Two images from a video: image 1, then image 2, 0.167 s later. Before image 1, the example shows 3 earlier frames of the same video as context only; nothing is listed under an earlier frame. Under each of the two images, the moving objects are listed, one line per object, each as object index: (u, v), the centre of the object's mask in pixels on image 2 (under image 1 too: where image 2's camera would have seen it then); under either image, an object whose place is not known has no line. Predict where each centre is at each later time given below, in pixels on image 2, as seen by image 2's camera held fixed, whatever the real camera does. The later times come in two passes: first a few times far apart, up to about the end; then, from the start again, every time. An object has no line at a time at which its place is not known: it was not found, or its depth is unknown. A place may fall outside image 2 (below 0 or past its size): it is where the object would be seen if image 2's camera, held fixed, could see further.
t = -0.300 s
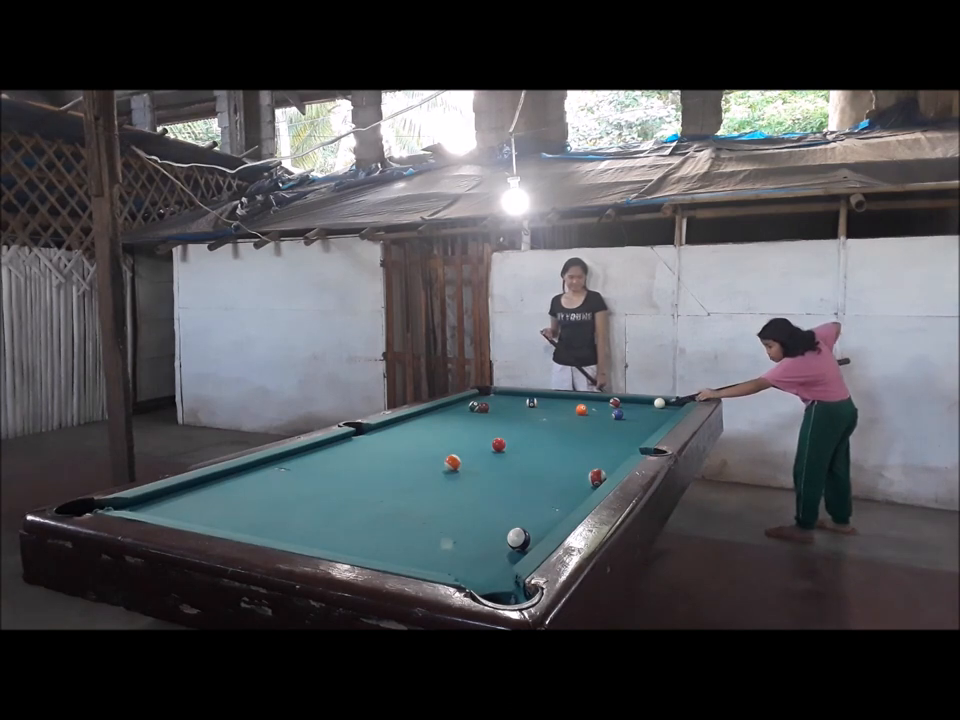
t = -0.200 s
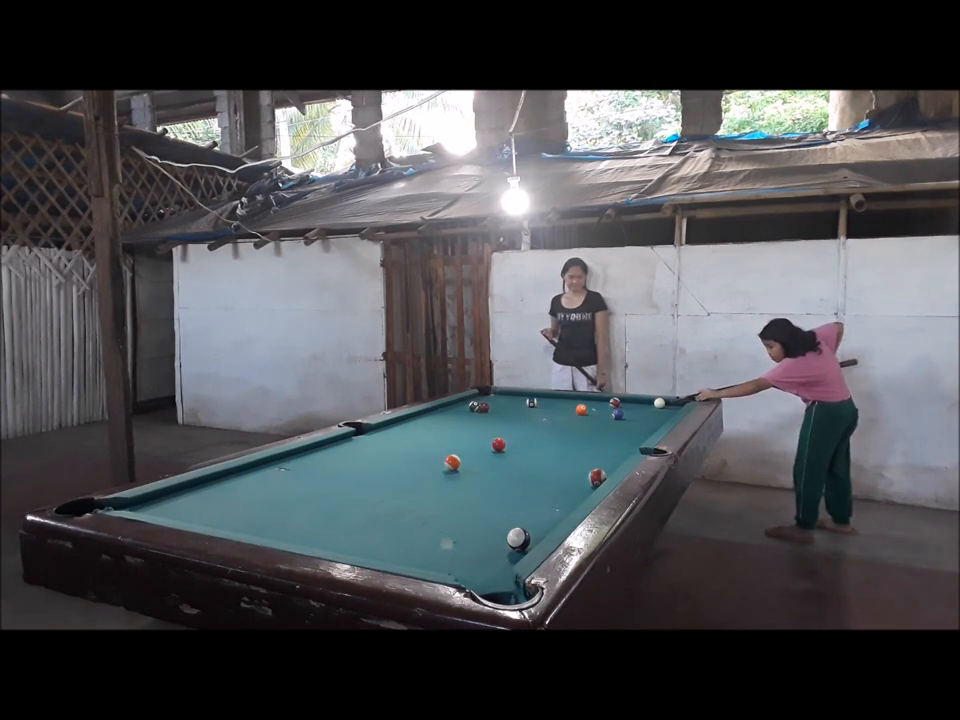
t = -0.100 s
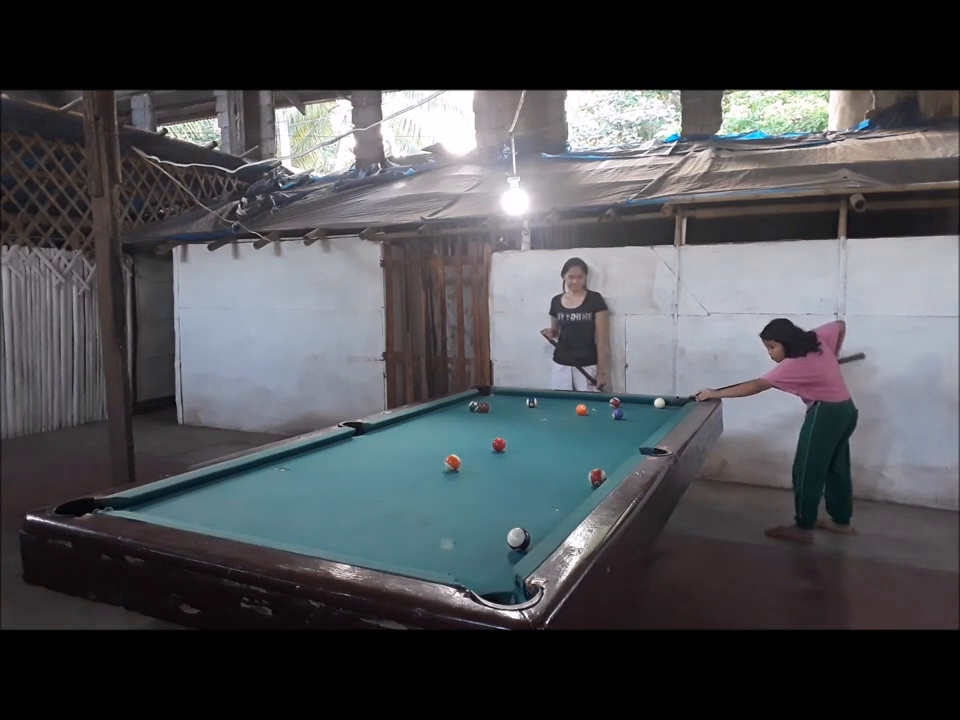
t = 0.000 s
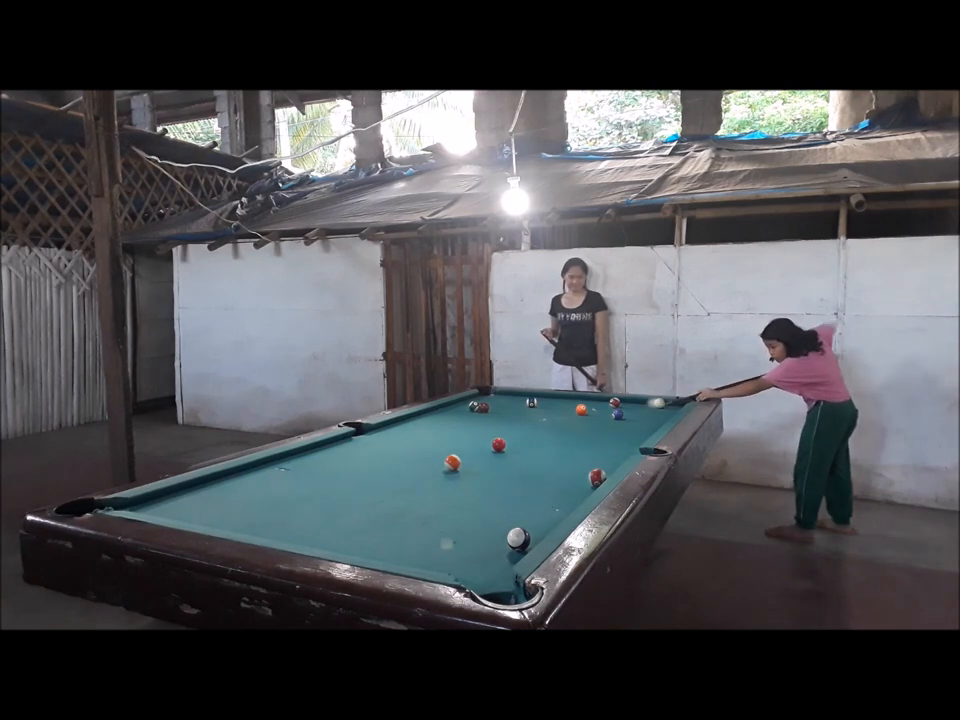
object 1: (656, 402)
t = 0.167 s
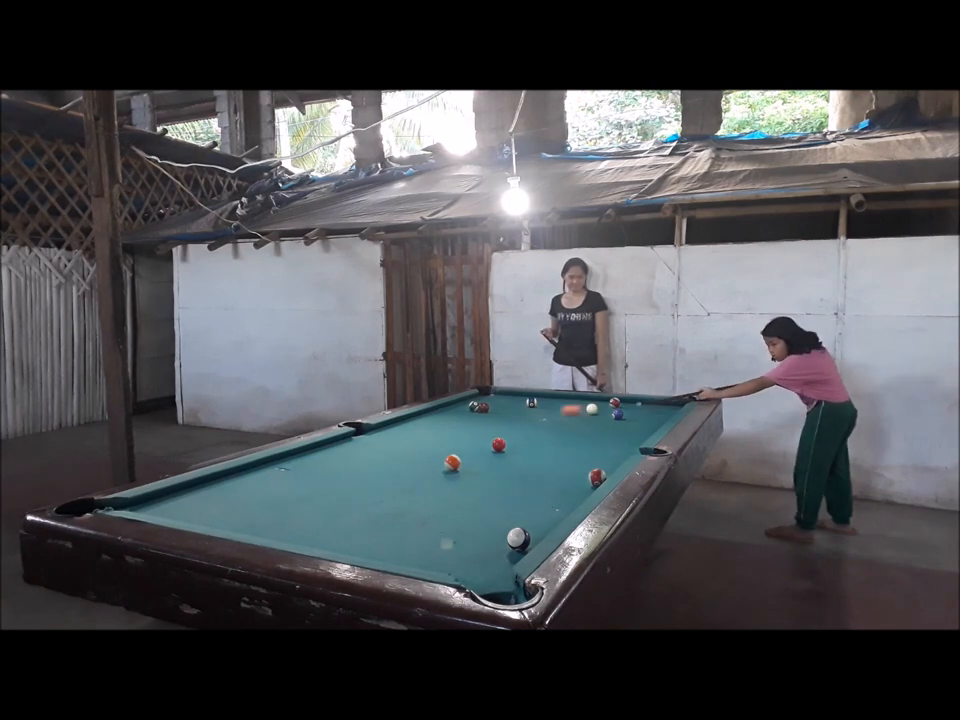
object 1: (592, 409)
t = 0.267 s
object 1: (594, 409)
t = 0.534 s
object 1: (602, 411)
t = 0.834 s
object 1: (609, 412)
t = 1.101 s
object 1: (610, 412)
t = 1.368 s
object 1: (610, 412)
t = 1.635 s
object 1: (610, 412)
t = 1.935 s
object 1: (610, 412)
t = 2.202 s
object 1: (610, 412)
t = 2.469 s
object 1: (610, 412)
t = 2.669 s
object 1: (610, 412)
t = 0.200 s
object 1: (592, 409)
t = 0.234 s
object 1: (593, 409)
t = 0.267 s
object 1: (594, 409)
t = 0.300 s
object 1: (595, 409)
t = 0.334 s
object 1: (596, 410)
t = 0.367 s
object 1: (597, 410)
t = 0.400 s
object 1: (598, 410)
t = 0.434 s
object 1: (599, 410)
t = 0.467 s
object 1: (600, 410)
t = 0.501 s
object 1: (601, 411)
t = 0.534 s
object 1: (602, 411)
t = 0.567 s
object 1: (603, 411)
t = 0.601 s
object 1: (604, 411)
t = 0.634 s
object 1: (604, 411)
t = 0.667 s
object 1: (606, 411)
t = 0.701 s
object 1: (606, 411)
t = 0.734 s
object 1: (607, 411)
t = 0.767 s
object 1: (608, 412)
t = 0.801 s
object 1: (608, 412)
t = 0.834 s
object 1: (609, 412)
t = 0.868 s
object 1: (609, 412)
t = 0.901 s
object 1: (609, 412)
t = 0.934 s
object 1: (609, 412)
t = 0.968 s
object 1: (609, 412)
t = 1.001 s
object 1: (610, 412)
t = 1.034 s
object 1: (610, 412)
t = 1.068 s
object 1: (610, 412)
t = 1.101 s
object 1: (610, 412)
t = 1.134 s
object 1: (610, 412)
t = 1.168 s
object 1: (610, 412)
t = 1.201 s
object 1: (610, 412)
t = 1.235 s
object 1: (610, 412)
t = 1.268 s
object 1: (610, 412)
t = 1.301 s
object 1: (610, 412)
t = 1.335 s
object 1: (610, 412)
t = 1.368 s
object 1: (610, 412)
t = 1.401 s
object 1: (610, 412)
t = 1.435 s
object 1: (610, 412)
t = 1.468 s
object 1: (610, 412)
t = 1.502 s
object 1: (610, 412)
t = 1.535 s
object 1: (610, 412)
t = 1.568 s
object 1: (610, 412)
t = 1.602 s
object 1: (610, 412)
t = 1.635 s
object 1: (610, 412)
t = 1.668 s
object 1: (610, 412)
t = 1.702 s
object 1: (610, 412)
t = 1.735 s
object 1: (610, 412)
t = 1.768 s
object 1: (610, 412)
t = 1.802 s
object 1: (610, 412)
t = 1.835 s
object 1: (610, 412)
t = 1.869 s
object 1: (610, 412)
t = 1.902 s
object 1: (610, 412)
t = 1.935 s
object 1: (610, 412)
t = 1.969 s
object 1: (610, 412)
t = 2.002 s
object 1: (610, 412)
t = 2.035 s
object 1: (610, 412)
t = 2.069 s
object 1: (610, 412)
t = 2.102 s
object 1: (610, 412)
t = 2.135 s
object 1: (610, 412)
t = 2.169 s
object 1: (610, 412)
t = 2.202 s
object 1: (610, 412)
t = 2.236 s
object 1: (610, 412)
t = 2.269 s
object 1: (610, 412)
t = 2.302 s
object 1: (610, 412)
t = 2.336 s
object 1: (610, 412)
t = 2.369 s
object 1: (610, 412)
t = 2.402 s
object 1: (610, 412)
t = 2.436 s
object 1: (610, 412)
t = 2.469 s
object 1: (610, 412)
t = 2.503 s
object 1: (610, 412)
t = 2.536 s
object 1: (610, 412)
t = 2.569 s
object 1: (610, 412)
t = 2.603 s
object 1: (610, 412)
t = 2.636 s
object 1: (610, 412)
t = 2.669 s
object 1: (610, 412)
